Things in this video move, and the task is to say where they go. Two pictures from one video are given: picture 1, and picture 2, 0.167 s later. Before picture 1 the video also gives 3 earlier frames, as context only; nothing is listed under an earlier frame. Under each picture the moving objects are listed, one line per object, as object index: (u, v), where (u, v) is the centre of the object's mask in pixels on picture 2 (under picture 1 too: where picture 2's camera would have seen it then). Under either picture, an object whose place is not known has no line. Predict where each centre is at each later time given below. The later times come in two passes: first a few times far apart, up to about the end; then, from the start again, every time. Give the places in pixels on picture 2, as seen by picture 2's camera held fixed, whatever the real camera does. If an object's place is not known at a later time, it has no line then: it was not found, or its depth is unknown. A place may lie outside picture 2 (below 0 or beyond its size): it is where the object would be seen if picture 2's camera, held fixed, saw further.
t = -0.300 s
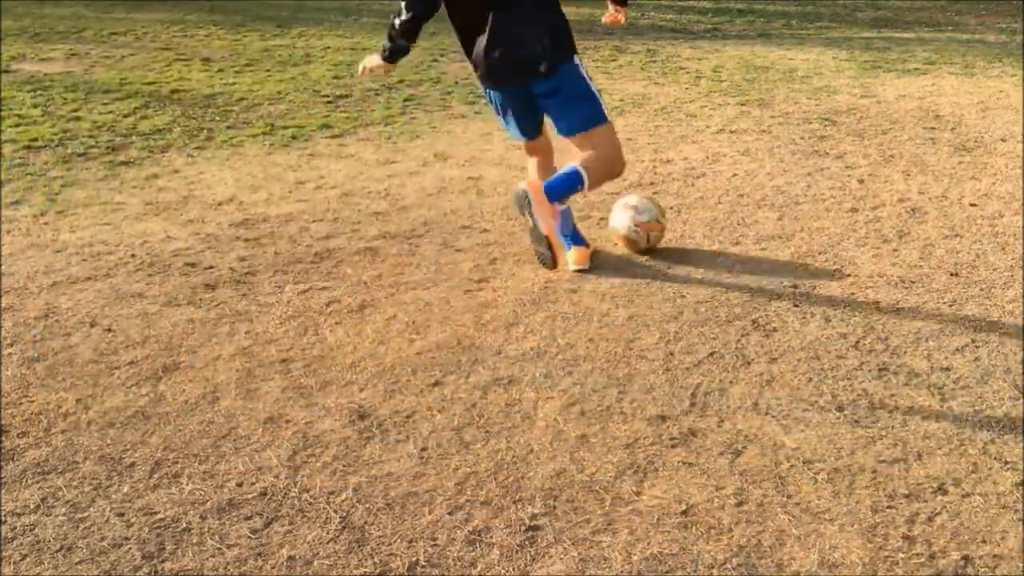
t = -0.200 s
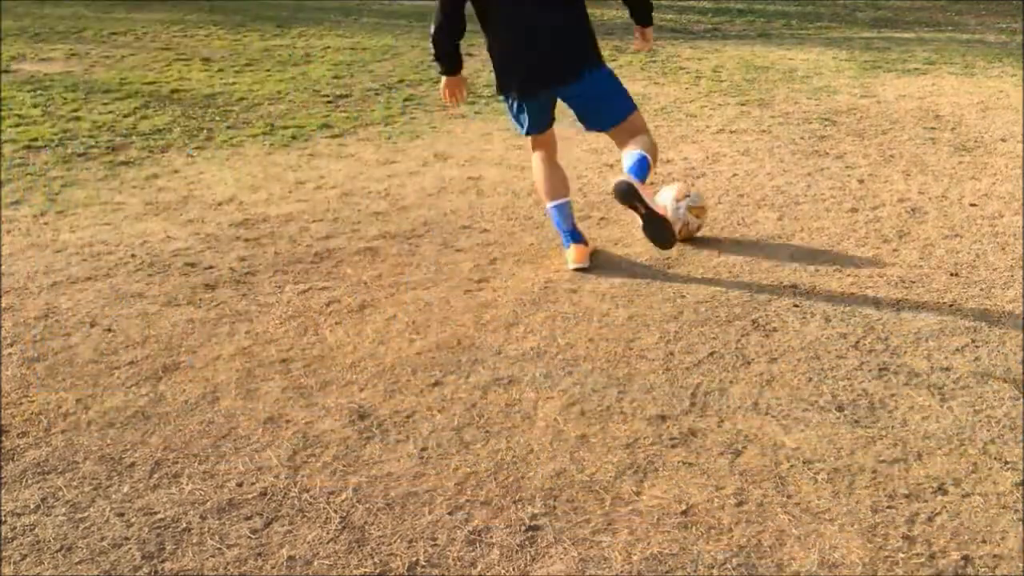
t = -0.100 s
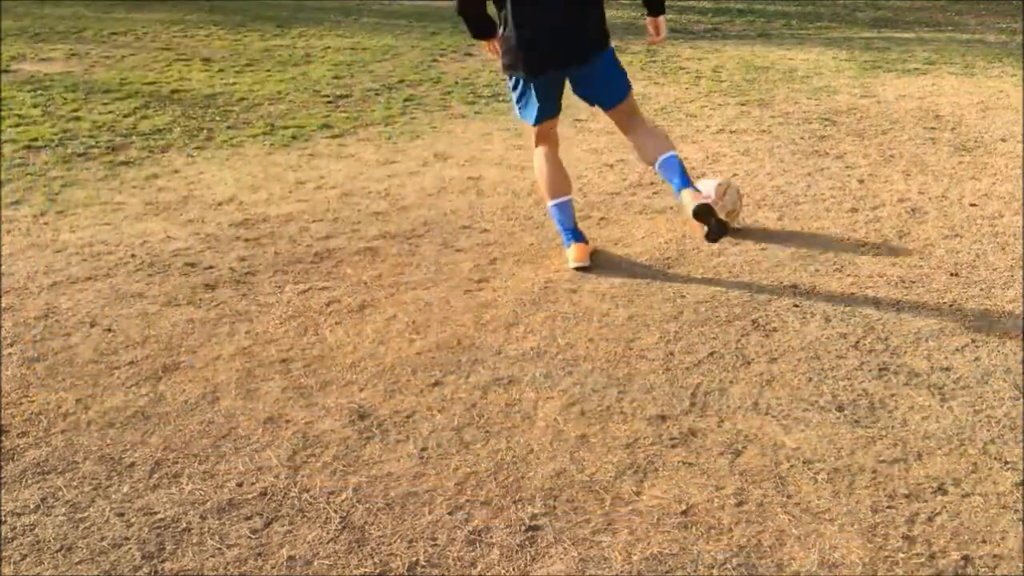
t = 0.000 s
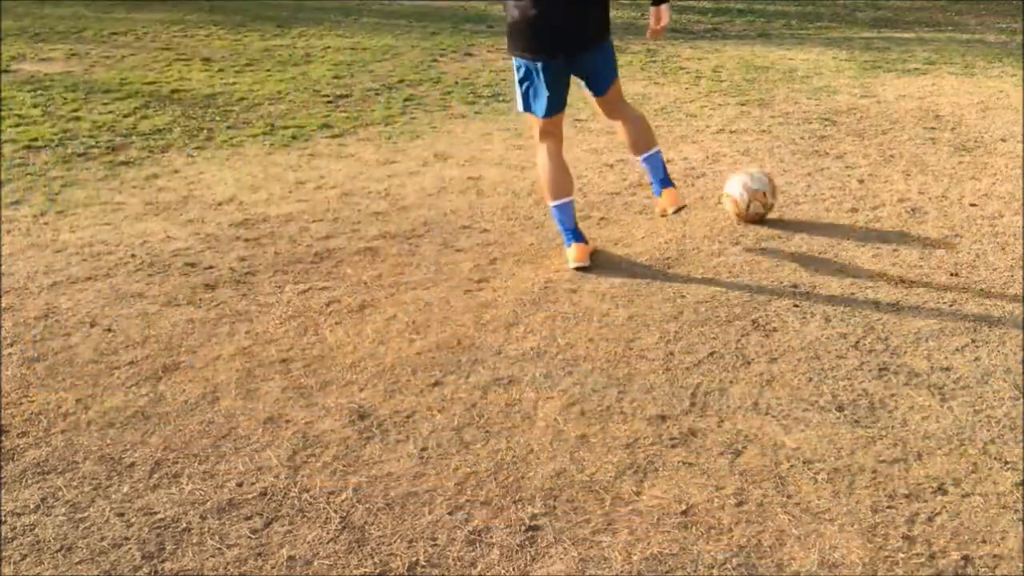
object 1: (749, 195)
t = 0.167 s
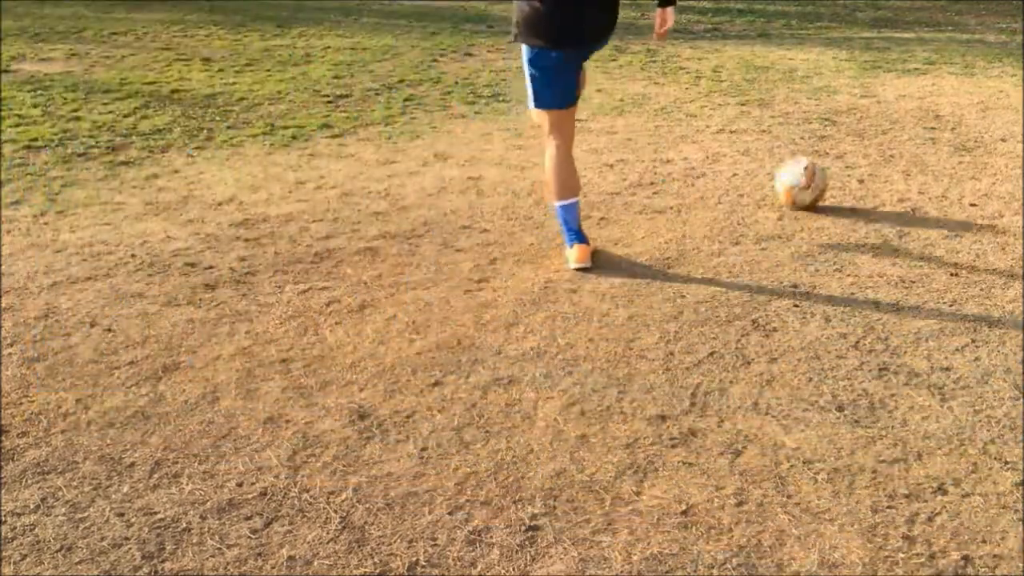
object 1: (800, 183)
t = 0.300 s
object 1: (842, 175)
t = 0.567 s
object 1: (915, 161)
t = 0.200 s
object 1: (812, 180)
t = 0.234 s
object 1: (822, 179)
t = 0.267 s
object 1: (832, 177)
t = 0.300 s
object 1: (842, 175)
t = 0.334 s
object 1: (851, 172)
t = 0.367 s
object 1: (860, 170)
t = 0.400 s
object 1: (870, 170)
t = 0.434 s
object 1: (879, 167)
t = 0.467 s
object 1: (888, 166)
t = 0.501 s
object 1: (897, 164)
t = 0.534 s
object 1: (906, 161)
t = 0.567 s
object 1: (915, 161)
